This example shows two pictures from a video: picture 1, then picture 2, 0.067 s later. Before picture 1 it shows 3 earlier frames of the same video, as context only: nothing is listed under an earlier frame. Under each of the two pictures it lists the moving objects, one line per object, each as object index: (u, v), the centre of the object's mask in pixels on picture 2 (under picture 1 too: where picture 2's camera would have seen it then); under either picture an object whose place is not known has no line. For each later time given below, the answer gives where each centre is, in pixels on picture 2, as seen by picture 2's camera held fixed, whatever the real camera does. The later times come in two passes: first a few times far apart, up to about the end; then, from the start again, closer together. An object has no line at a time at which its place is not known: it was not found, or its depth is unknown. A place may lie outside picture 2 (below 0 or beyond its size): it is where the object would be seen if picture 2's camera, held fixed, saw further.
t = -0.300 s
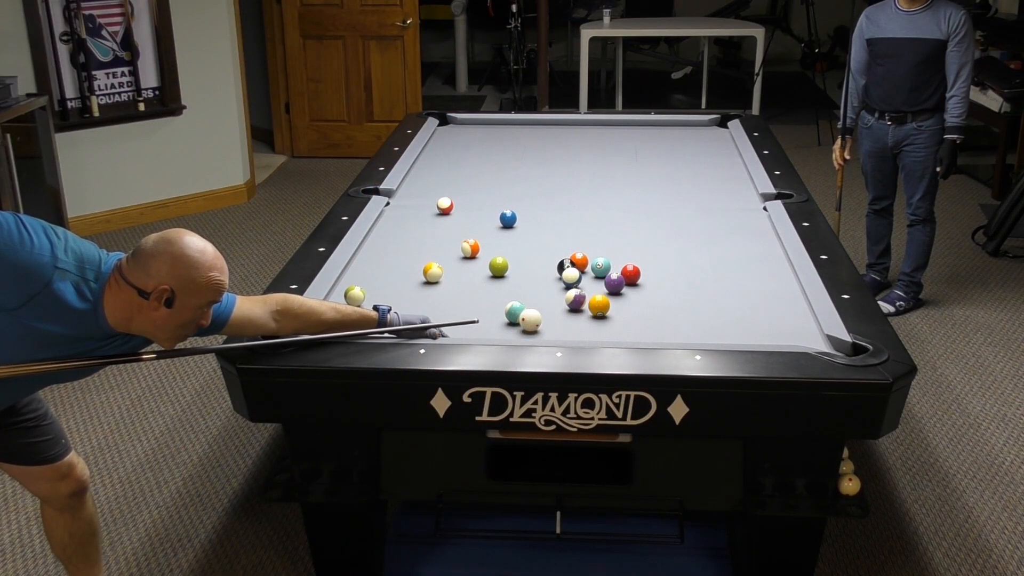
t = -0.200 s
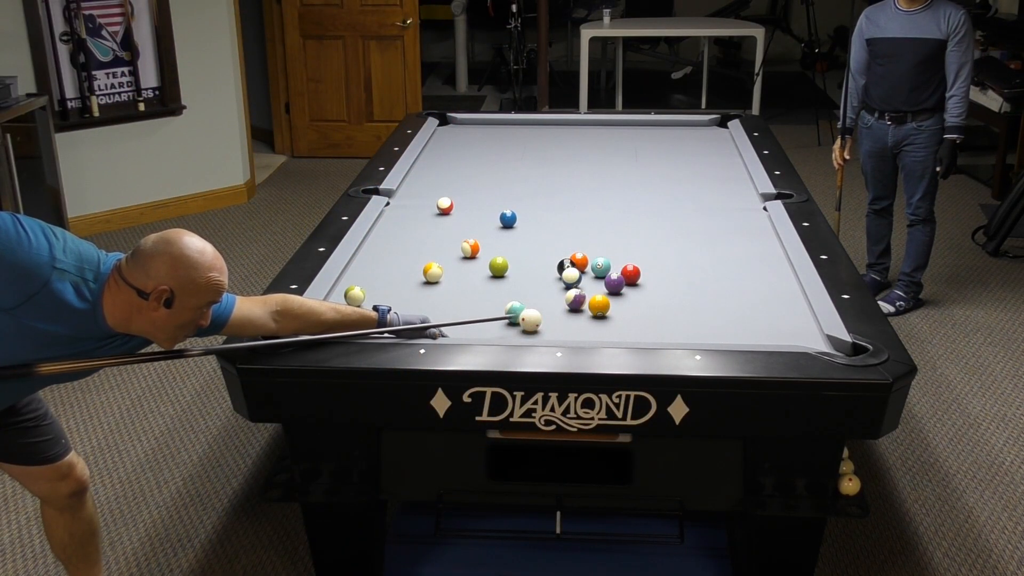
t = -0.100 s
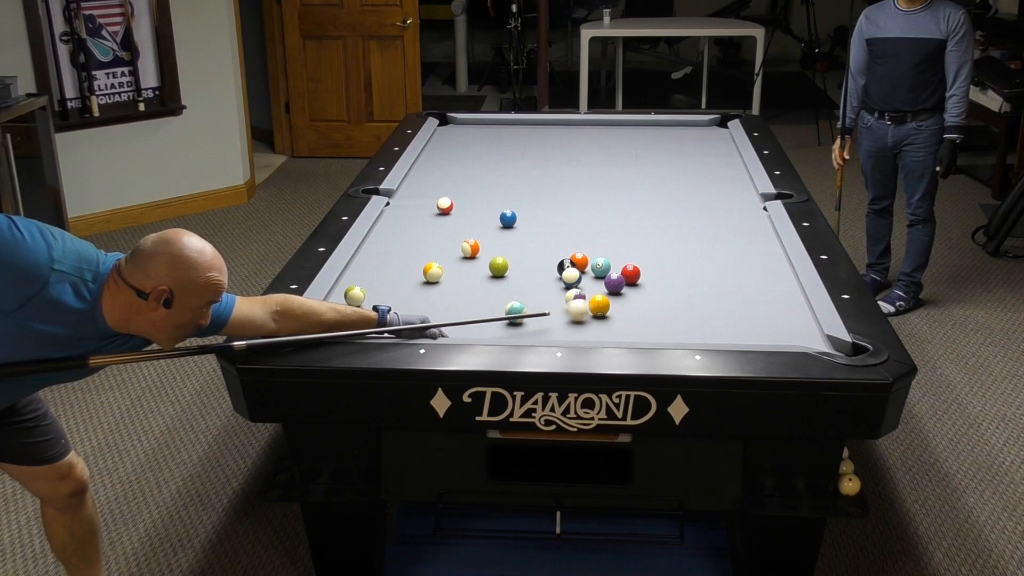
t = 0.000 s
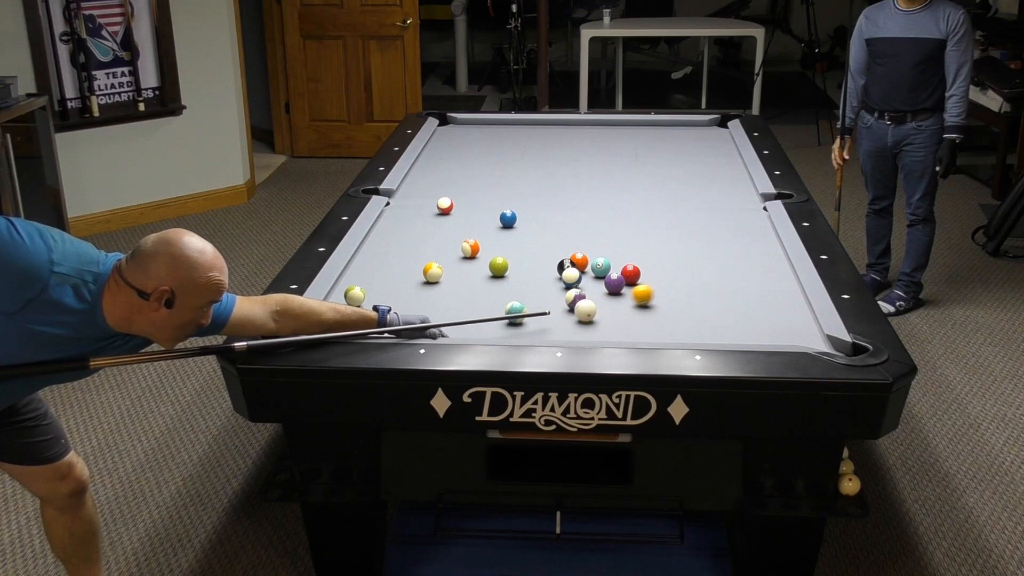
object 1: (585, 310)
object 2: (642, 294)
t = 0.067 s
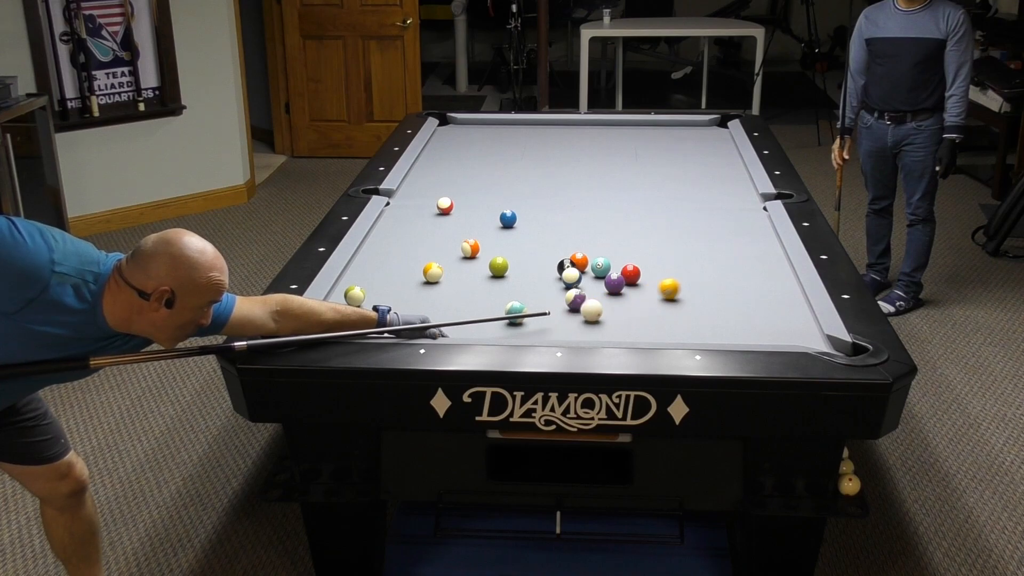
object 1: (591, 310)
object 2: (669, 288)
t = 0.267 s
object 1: (620, 307)
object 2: (733, 273)
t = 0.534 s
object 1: (659, 302)
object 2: (761, 257)
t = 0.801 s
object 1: (695, 298)
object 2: (717, 246)
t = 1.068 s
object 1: (728, 294)
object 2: (677, 236)
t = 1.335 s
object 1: (759, 291)
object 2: (640, 227)
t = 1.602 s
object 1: (788, 288)
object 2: (607, 218)
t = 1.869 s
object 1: (777, 285)
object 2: (576, 210)
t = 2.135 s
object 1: (762, 284)
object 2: (548, 203)
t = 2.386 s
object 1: (749, 282)
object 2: (524, 197)
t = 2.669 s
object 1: (737, 280)
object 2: (499, 191)
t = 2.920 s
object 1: (728, 279)
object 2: (478, 186)
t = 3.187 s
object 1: (720, 279)
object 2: (458, 181)
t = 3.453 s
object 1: (714, 278)
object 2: (440, 176)
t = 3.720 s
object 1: (710, 278)
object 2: (423, 172)
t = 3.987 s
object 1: (708, 278)
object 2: (421, 169)
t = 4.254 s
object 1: (707, 277)
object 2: (431, 168)
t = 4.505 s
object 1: (708, 278)
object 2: (438, 166)
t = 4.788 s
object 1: (708, 278)
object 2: (446, 165)
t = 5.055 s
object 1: (708, 278)
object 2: (452, 164)
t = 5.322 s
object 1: (708, 278)
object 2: (456, 164)
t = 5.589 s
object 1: (708, 278)
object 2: (459, 163)
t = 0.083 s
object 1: (593, 310)
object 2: (675, 287)
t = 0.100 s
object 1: (595, 310)
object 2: (681, 285)
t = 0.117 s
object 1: (598, 310)
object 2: (687, 284)
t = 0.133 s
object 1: (600, 309)
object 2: (693, 283)
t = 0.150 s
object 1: (602, 309)
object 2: (698, 281)
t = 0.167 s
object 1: (605, 309)
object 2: (703, 280)
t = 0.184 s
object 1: (608, 308)
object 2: (709, 279)
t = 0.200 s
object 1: (610, 308)
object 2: (714, 278)
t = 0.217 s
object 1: (613, 308)
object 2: (719, 276)
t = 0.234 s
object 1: (615, 307)
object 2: (723, 275)
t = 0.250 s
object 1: (618, 307)
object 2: (728, 274)
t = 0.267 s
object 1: (620, 307)
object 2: (733, 273)
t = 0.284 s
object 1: (623, 307)
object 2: (738, 272)
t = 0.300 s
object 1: (625, 306)
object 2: (743, 271)
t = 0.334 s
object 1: (630, 306)
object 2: (752, 269)
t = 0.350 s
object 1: (633, 305)
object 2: (756, 268)
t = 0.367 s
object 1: (635, 305)
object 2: (761, 267)
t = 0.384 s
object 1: (638, 305)
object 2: (766, 265)
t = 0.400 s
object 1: (640, 305)
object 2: (770, 264)
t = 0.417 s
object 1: (642, 304)
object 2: (775, 263)
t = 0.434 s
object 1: (645, 304)
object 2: (779, 262)
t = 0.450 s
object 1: (647, 304)
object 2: (780, 261)
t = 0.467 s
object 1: (650, 303)
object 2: (776, 261)
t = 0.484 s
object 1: (652, 303)
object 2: (772, 260)
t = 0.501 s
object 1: (654, 303)
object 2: (768, 259)
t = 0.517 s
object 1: (657, 303)
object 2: (765, 258)
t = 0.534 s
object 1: (659, 302)
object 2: (761, 257)
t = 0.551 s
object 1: (661, 302)
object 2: (758, 257)
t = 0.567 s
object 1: (664, 302)
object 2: (755, 256)
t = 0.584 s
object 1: (666, 301)
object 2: (752, 255)
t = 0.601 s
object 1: (668, 301)
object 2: (749, 255)
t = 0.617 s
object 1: (671, 301)
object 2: (746, 254)
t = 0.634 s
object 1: (673, 301)
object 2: (744, 253)
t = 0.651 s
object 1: (675, 300)
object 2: (741, 252)
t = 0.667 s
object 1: (677, 300)
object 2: (738, 252)
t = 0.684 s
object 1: (680, 300)
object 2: (735, 251)
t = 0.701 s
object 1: (682, 300)
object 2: (733, 251)
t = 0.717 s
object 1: (684, 299)
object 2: (730, 250)
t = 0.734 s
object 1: (686, 299)
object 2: (727, 249)
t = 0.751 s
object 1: (688, 299)
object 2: (725, 248)
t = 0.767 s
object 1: (690, 298)
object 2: (722, 248)
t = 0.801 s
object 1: (695, 298)
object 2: (717, 246)
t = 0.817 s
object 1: (697, 298)
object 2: (714, 246)
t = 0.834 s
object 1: (699, 298)
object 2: (711, 245)
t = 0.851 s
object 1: (701, 297)
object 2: (709, 244)
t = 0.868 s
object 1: (704, 297)
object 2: (706, 244)
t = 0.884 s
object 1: (706, 297)
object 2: (704, 243)
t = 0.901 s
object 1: (708, 296)
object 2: (701, 242)
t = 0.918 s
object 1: (710, 296)
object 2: (699, 242)
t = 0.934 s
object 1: (712, 296)
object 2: (696, 241)
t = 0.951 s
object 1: (714, 296)
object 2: (694, 240)
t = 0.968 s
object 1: (716, 295)
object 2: (691, 240)
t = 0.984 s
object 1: (718, 295)
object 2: (689, 239)
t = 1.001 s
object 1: (720, 295)
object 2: (687, 238)
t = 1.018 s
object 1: (722, 295)
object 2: (684, 238)
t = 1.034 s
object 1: (724, 294)
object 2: (681, 237)
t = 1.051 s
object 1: (726, 294)
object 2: (679, 237)
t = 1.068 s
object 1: (728, 294)
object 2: (677, 236)
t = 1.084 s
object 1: (730, 294)
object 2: (674, 235)
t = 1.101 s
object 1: (732, 294)
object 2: (672, 235)
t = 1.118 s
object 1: (734, 293)
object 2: (670, 234)
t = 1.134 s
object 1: (736, 293)
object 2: (667, 234)
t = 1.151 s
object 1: (738, 293)
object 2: (665, 233)
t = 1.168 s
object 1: (740, 293)
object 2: (663, 232)
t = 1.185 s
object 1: (742, 292)
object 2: (660, 232)
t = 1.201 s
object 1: (744, 292)
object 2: (658, 231)
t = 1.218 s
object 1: (746, 292)
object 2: (656, 231)
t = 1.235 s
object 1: (748, 292)
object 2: (654, 230)
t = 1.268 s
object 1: (752, 292)
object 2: (649, 229)
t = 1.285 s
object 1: (754, 291)
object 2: (647, 228)
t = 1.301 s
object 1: (756, 291)
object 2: (645, 228)
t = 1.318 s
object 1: (757, 291)
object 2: (643, 227)
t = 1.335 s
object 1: (759, 291)
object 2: (640, 227)
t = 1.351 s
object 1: (761, 290)
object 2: (638, 226)
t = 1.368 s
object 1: (763, 290)
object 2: (636, 225)
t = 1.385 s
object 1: (765, 290)
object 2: (634, 225)
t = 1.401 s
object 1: (767, 290)
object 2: (632, 224)
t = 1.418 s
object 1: (769, 290)
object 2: (630, 224)
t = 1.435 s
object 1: (770, 289)
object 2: (628, 223)
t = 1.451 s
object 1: (772, 289)
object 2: (625, 223)
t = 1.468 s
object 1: (774, 289)
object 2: (623, 222)
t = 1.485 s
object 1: (776, 289)
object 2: (621, 222)
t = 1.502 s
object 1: (778, 289)
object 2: (619, 221)
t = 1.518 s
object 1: (780, 288)
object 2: (617, 221)
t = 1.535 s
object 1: (781, 288)
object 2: (615, 220)
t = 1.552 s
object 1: (783, 288)
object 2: (613, 220)
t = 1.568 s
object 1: (785, 288)
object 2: (611, 219)
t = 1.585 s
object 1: (786, 288)
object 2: (609, 219)
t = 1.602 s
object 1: (788, 288)
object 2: (607, 218)
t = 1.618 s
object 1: (790, 287)
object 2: (605, 218)
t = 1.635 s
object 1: (792, 287)
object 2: (603, 217)
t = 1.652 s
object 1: (791, 287)
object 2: (601, 217)
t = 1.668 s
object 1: (790, 287)
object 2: (599, 216)
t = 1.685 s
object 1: (789, 287)
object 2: (597, 216)
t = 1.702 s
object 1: (787, 286)
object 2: (595, 215)
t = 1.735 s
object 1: (785, 286)
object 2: (591, 214)
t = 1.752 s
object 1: (784, 286)
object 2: (590, 214)
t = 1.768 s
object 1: (783, 286)
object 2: (588, 213)
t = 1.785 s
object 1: (782, 286)
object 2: (586, 213)
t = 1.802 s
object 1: (781, 286)
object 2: (584, 212)
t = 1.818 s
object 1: (780, 285)
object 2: (582, 212)
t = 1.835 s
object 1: (779, 285)
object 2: (580, 211)
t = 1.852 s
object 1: (778, 285)
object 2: (578, 211)
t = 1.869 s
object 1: (777, 285)
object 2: (576, 210)
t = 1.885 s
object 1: (776, 285)
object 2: (574, 210)
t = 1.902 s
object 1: (775, 285)
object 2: (573, 209)
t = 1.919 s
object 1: (774, 285)
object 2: (571, 209)
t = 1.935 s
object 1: (773, 285)
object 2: (569, 208)
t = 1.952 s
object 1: (772, 285)
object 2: (567, 208)
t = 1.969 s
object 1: (771, 285)
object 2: (565, 207)
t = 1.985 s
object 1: (770, 284)
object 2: (564, 207)
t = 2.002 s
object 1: (769, 284)
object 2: (562, 207)
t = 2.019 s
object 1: (768, 284)
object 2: (560, 206)
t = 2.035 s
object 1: (767, 284)
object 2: (558, 206)
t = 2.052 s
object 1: (766, 284)
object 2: (557, 205)
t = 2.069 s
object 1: (765, 284)
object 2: (555, 205)
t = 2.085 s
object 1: (764, 284)
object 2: (553, 204)
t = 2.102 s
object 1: (763, 284)
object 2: (552, 204)
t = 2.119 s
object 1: (762, 284)
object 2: (550, 204)
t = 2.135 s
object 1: (762, 284)
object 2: (548, 203)
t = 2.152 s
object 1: (761, 284)
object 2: (547, 203)
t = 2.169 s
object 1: (760, 283)
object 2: (545, 202)
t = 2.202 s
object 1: (758, 283)
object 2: (542, 201)
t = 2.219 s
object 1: (757, 283)
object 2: (540, 201)
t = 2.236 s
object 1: (756, 283)
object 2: (538, 201)
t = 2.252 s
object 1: (756, 283)
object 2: (537, 200)
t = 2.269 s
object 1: (755, 283)
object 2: (535, 200)
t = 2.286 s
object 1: (754, 283)
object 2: (533, 199)
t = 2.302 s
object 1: (753, 283)
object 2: (532, 199)
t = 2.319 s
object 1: (752, 282)
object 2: (530, 199)
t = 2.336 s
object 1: (751, 282)
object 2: (529, 198)
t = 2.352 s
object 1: (751, 282)
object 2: (527, 198)
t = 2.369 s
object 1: (750, 282)
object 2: (526, 197)
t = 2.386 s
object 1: (749, 282)
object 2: (524, 197)
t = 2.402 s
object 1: (748, 282)
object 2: (523, 197)
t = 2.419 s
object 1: (748, 282)
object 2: (521, 196)
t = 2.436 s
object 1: (747, 282)
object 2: (519, 196)
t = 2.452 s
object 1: (746, 282)
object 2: (518, 196)
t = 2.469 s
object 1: (745, 282)
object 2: (516, 195)
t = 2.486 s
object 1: (745, 281)
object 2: (515, 195)
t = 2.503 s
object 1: (744, 281)
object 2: (513, 194)
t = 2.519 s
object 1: (743, 281)
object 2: (512, 194)
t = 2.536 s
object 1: (743, 281)
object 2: (510, 194)
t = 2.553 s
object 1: (742, 281)
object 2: (509, 193)
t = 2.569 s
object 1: (741, 281)
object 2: (507, 193)
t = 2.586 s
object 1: (740, 281)
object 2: (506, 192)
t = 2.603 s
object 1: (740, 281)
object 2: (504, 192)
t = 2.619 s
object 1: (739, 281)
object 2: (503, 192)
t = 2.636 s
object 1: (738, 281)
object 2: (502, 191)
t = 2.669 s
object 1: (737, 280)
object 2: (499, 191)
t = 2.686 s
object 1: (737, 280)
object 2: (497, 190)
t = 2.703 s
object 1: (736, 280)
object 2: (496, 190)
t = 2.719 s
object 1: (735, 280)
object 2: (494, 190)
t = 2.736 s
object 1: (735, 280)
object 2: (493, 189)
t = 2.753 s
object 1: (734, 280)
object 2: (492, 189)
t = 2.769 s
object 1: (734, 280)
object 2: (490, 189)
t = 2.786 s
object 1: (733, 280)
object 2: (489, 188)
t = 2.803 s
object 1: (732, 280)
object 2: (487, 188)
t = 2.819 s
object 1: (732, 280)
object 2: (486, 188)
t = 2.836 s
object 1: (731, 280)
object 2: (485, 187)
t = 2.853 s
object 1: (731, 280)
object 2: (483, 187)
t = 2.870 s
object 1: (730, 280)
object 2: (482, 187)
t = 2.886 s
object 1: (729, 280)
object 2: (481, 186)
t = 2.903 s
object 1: (729, 279)
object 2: (479, 186)
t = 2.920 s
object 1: (728, 279)
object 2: (478, 186)
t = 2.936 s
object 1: (728, 279)
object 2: (477, 185)
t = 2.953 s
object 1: (727, 279)
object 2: (476, 185)
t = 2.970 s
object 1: (727, 279)
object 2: (474, 185)
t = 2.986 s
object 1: (726, 279)
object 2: (473, 184)
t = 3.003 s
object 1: (726, 279)
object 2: (472, 184)
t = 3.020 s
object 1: (725, 279)
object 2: (470, 184)
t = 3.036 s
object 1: (725, 279)
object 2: (469, 183)
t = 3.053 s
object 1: (724, 279)
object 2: (468, 183)
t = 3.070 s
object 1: (724, 279)
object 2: (467, 183)
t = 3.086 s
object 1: (723, 279)
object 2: (465, 183)
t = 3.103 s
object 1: (723, 279)
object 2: (464, 182)
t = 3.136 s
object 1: (722, 279)
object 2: (462, 182)
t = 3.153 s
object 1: (721, 279)
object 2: (461, 181)
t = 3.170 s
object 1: (721, 279)
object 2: (459, 181)
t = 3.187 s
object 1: (720, 279)
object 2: (458, 181)
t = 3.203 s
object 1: (720, 278)
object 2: (457, 180)
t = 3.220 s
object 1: (719, 278)
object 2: (456, 180)
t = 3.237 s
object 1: (719, 278)
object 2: (454, 180)
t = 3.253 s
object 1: (719, 278)
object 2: (453, 180)
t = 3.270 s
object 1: (718, 278)
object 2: (452, 179)
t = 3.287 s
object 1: (718, 278)
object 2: (451, 179)
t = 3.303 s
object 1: (717, 278)
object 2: (450, 179)
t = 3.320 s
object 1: (717, 278)
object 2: (449, 178)
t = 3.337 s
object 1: (717, 278)
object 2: (448, 178)
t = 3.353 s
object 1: (716, 278)
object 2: (446, 178)
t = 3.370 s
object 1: (716, 278)
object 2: (445, 178)
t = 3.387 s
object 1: (716, 278)
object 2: (444, 177)
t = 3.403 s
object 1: (715, 278)
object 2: (443, 177)
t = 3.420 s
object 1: (715, 278)
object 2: (442, 177)
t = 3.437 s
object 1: (715, 278)
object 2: (441, 177)
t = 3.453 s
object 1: (714, 278)
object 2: (440, 176)
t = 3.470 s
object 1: (714, 278)
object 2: (438, 176)
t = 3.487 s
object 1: (714, 278)
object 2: (437, 176)
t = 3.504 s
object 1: (713, 278)
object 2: (436, 175)
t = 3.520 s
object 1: (713, 278)
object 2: (435, 175)
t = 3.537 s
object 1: (713, 278)
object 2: (434, 175)
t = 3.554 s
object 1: (712, 278)
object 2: (433, 175)
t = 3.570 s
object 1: (712, 278)
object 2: (432, 175)
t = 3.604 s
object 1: (712, 278)
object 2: (430, 174)
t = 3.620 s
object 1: (711, 278)
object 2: (429, 174)
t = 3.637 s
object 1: (711, 278)
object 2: (428, 173)
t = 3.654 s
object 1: (711, 278)
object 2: (427, 173)
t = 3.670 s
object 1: (711, 278)
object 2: (426, 173)
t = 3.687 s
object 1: (710, 278)
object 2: (425, 173)
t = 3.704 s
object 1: (710, 278)
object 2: (424, 172)
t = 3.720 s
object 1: (710, 278)
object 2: (423, 172)
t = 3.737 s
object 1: (710, 278)
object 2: (421, 172)
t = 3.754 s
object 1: (710, 278)
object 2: (421, 172)
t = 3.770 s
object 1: (710, 278)
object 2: (419, 171)
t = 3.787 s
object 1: (709, 278)
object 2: (419, 171)
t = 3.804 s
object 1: (709, 278)
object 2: (418, 171)
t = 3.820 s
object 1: (709, 278)
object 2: (417, 171)
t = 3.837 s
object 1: (709, 278)
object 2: (416, 171)
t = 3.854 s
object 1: (709, 278)
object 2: (416, 170)
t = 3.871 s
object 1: (709, 278)
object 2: (416, 170)
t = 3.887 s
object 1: (709, 278)
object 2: (417, 170)
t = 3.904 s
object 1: (708, 278)
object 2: (418, 170)
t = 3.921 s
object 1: (708, 278)
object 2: (418, 170)
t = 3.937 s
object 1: (708, 278)
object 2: (419, 170)
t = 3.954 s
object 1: (708, 278)
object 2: (420, 170)
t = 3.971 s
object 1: (708, 278)
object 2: (421, 170)
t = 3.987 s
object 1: (708, 278)
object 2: (421, 169)
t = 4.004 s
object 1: (708, 277)
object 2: (422, 169)
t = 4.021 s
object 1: (708, 278)
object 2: (422, 169)
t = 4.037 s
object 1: (708, 277)
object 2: (423, 169)
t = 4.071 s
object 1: (708, 277)
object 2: (424, 169)
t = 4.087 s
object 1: (708, 277)
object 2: (425, 169)
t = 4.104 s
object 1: (708, 277)
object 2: (425, 169)
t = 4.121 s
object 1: (708, 277)
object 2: (426, 169)
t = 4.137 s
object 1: (708, 278)
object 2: (427, 168)
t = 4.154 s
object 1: (708, 277)
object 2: (427, 168)
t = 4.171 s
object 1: (708, 277)
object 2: (428, 168)
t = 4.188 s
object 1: (708, 277)
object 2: (428, 168)
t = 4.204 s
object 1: (707, 278)
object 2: (429, 168)
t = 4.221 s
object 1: (707, 277)
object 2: (430, 168)
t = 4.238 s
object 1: (708, 277)
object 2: (430, 168)
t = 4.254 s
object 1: (707, 277)
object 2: (431, 168)
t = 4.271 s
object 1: (708, 278)
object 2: (431, 168)
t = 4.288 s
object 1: (708, 278)
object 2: (432, 168)
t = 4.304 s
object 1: (708, 278)
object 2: (432, 167)
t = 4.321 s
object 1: (708, 278)
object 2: (433, 167)
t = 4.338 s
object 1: (708, 278)
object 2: (433, 167)
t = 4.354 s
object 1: (708, 278)
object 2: (434, 167)
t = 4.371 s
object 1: (708, 278)
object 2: (435, 167)
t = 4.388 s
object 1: (708, 278)
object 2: (435, 167)
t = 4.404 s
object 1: (708, 278)
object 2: (436, 167)
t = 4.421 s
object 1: (708, 278)
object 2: (436, 167)
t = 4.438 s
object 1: (708, 278)
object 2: (437, 167)
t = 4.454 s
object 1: (708, 278)
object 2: (437, 167)
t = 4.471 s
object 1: (708, 278)
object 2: (437, 167)
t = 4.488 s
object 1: (708, 278)
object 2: (438, 167)
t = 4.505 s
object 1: (708, 278)
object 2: (438, 166)
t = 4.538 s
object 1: (708, 278)
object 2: (439, 166)
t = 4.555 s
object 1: (708, 278)
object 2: (440, 166)
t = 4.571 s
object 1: (708, 278)
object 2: (440, 166)
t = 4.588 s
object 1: (708, 278)
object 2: (441, 166)
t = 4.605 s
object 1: (708, 278)
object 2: (441, 166)
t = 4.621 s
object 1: (708, 278)
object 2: (442, 165)
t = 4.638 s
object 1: (708, 278)
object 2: (442, 166)
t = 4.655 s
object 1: (708, 278)
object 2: (442, 166)
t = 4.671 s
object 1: (708, 278)
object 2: (443, 166)
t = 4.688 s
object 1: (708, 278)
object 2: (443, 166)
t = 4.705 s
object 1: (708, 278)
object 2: (444, 165)
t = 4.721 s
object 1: (708, 278)
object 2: (444, 165)
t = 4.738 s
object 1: (708, 278)
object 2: (445, 165)
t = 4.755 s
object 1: (708, 278)
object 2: (445, 165)
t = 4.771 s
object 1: (708, 278)
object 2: (446, 165)
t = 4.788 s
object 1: (708, 278)
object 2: (446, 165)
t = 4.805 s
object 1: (708, 278)
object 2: (446, 165)
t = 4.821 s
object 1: (708, 278)
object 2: (447, 165)
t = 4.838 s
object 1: (708, 278)
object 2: (447, 165)
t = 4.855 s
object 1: (708, 278)
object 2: (447, 165)
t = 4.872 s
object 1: (708, 278)
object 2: (448, 165)
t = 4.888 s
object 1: (708, 278)
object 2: (448, 165)
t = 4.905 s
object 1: (708, 278)
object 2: (449, 165)
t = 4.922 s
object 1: (708, 278)
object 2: (449, 165)
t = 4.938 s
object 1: (708, 278)
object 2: (449, 165)
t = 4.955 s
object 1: (708, 278)
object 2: (450, 165)
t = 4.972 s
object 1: (708, 278)
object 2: (450, 165)
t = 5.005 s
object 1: (708, 278)
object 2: (451, 165)
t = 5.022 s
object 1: (708, 278)
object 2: (451, 164)
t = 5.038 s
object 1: (708, 278)
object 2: (451, 165)
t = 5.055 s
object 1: (708, 278)
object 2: (452, 164)
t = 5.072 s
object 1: (708, 278)
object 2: (452, 164)
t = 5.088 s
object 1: (708, 278)
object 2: (452, 164)
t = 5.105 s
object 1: (708, 278)
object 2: (453, 164)
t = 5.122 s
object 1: (708, 278)
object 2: (453, 164)
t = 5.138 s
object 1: (708, 278)
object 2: (453, 164)
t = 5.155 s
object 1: (708, 278)
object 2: (453, 164)
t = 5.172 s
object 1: (708, 278)
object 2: (454, 164)
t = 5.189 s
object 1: (708, 278)
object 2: (454, 164)
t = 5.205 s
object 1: (708, 278)
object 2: (454, 164)
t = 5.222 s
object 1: (708, 278)
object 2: (454, 164)
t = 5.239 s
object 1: (708, 278)
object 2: (455, 164)
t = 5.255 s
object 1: (708, 278)
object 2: (455, 164)
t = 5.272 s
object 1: (708, 278)
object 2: (455, 164)
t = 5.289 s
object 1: (708, 278)
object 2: (455, 164)
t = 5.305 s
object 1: (708, 278)
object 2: (456, 164)
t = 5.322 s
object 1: (708, 278)
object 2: (456, 164)
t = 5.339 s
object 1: (708, 278)
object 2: (456, 164)
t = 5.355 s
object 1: (708, 278)
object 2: (456, 164)
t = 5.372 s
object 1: (708, 278)
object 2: (457, 164)
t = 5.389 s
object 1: (708, 278)
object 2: (457, 164)
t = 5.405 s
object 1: (708, 278)
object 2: (457, 164)
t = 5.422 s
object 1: (708, 278)
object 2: (457, 164)
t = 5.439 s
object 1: (708, 278)
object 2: (458, 163)
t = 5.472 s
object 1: (708, 278)
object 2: (458, 163)
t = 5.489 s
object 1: (708, 278)
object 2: (458, 163)
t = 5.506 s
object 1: (708, 278)
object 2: (458, 163)
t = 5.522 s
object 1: (708, 278)
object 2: (458, 163)
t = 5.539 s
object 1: (708, 278)
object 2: (459, 163)
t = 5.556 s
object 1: (708, 278)
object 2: (459, 163)
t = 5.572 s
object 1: (708, 278)
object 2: (459, 163)
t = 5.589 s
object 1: (708, 278)
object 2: (459, 163)
